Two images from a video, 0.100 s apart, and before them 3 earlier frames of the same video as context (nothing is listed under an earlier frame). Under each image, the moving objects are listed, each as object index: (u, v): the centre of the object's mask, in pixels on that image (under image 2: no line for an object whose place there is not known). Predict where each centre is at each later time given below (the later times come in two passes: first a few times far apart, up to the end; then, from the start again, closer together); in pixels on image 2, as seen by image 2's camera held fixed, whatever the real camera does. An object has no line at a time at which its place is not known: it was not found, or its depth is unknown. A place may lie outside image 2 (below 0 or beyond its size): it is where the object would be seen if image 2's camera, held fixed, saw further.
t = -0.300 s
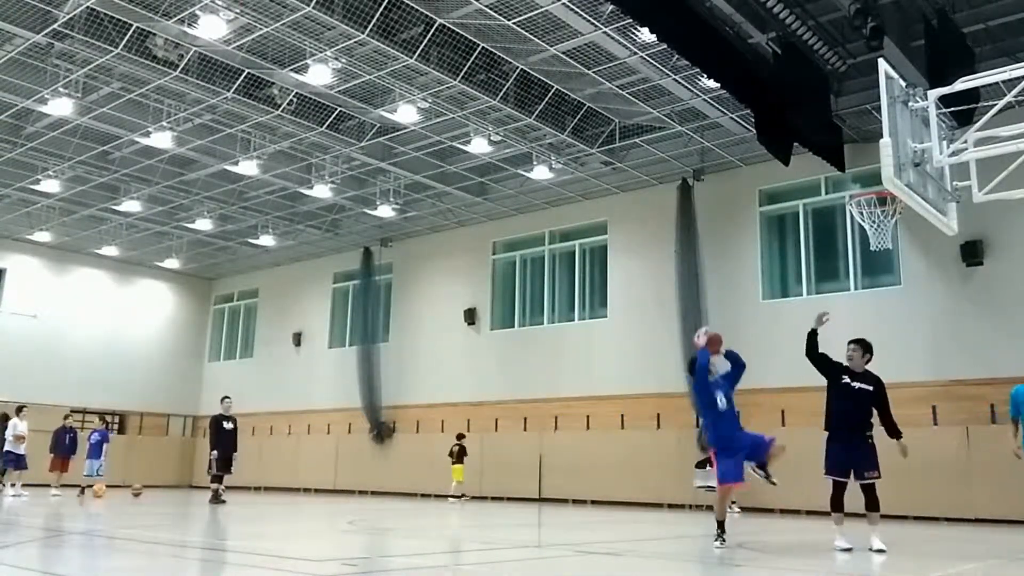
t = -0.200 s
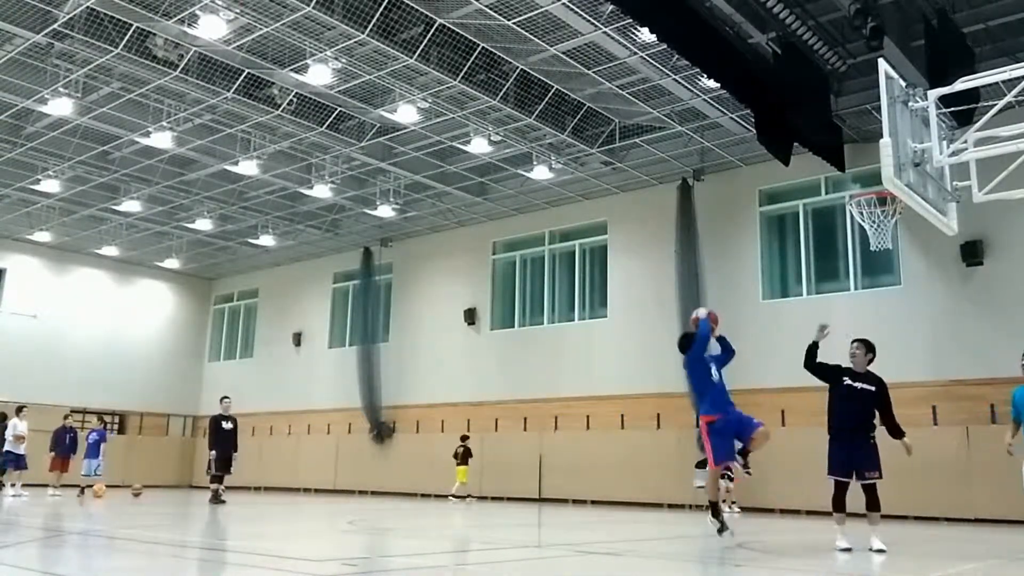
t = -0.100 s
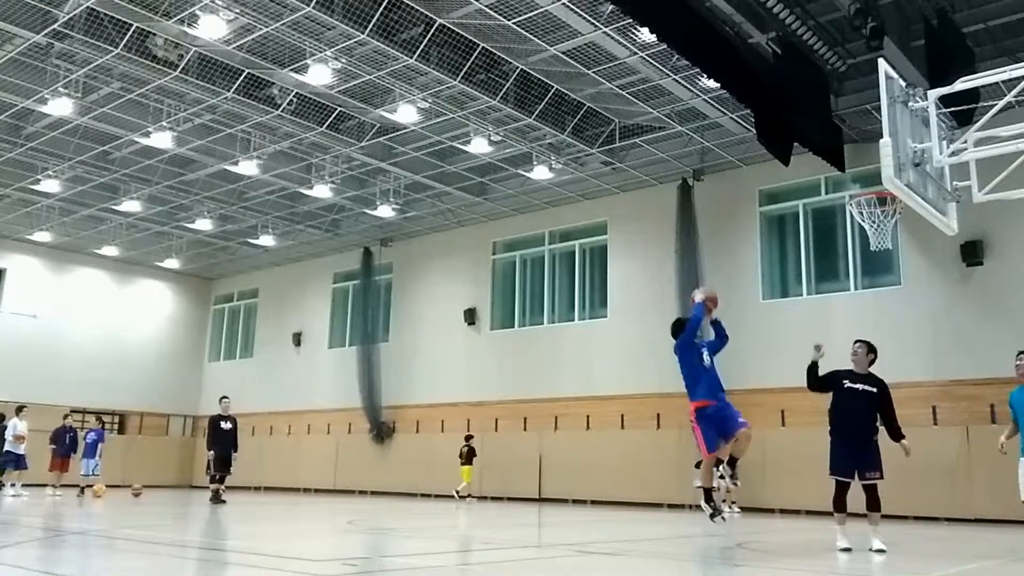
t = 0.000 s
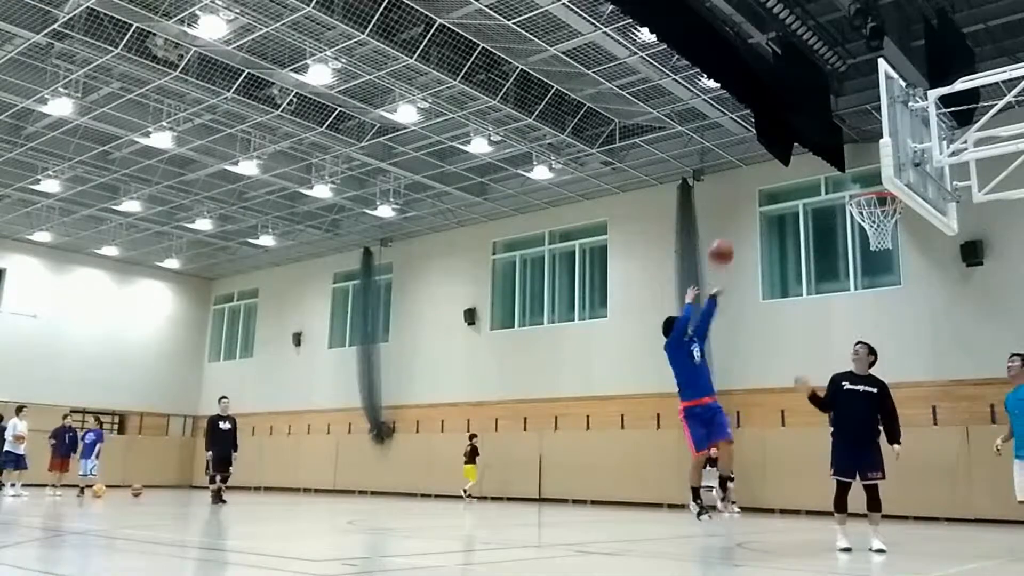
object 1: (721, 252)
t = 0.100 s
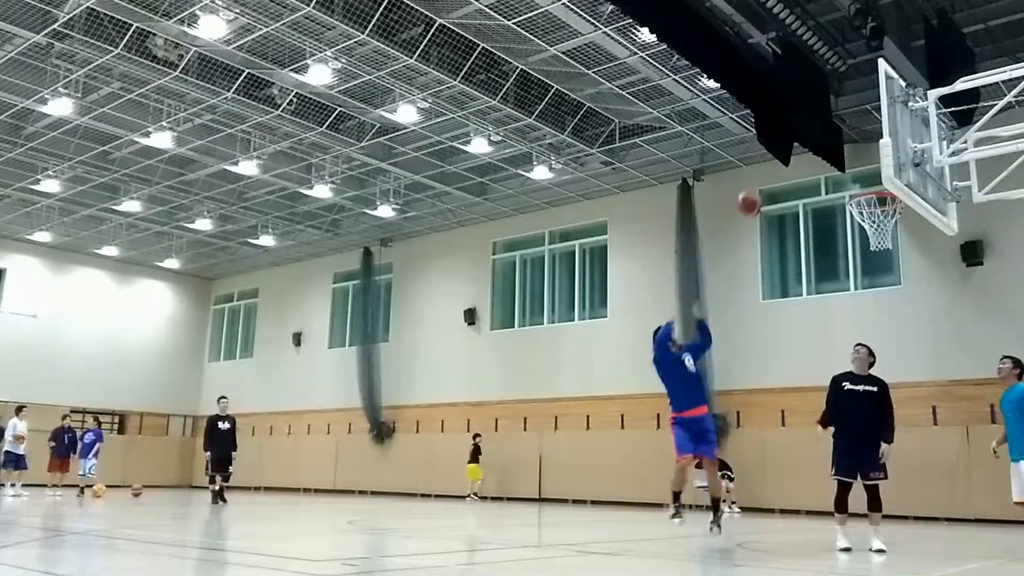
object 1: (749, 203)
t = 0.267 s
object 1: (792, 148)
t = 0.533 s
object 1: (866, 117)
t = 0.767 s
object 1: (874, 158)
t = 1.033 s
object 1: (894, 214)
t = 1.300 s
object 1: (886, 244)
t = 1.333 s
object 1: (885, 251)
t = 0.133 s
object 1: (756, 191)
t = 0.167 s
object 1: (764, 181)
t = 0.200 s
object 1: (775, 167)
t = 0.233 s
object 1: (784, 156)
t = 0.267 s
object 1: (792, 148)
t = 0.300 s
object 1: (802, 140)
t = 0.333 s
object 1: (810, 134)
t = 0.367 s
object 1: (820, 129)
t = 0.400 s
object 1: (829, 124)
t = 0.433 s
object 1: (838, 120)
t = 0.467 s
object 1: (847, 118)
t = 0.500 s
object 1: (856, 117)
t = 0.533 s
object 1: (866, 117)
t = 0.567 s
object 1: (872, 118)
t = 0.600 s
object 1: (876, 120)
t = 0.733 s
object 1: (875, 151)
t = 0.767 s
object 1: (874, 158)
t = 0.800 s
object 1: (871, 172)
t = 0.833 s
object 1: (870, 182)
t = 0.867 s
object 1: (867, 189)
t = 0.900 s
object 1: (868, 204)
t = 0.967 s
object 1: (882, 208)
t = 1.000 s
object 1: (891, 211)
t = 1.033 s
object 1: (894, 214)
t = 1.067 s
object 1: (896, 206)
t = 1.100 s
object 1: (895, 221)
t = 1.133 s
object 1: (892, 222)
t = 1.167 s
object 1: (891, 225)
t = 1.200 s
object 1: (891, 228)
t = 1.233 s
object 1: (890, 232)
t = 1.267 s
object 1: (888, 238)
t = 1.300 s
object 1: (886, 244)
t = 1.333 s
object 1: (885, 251)
